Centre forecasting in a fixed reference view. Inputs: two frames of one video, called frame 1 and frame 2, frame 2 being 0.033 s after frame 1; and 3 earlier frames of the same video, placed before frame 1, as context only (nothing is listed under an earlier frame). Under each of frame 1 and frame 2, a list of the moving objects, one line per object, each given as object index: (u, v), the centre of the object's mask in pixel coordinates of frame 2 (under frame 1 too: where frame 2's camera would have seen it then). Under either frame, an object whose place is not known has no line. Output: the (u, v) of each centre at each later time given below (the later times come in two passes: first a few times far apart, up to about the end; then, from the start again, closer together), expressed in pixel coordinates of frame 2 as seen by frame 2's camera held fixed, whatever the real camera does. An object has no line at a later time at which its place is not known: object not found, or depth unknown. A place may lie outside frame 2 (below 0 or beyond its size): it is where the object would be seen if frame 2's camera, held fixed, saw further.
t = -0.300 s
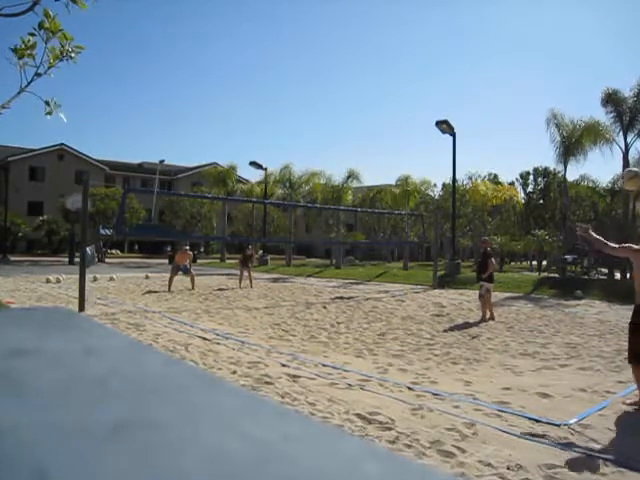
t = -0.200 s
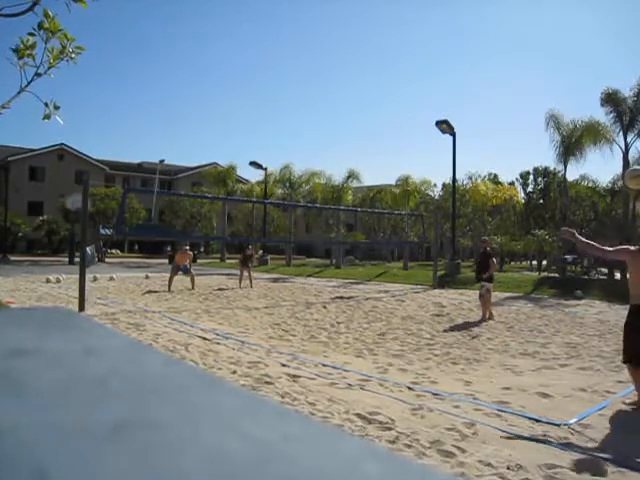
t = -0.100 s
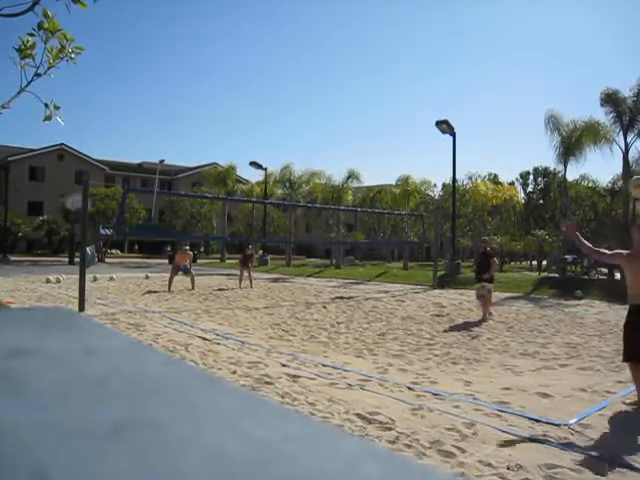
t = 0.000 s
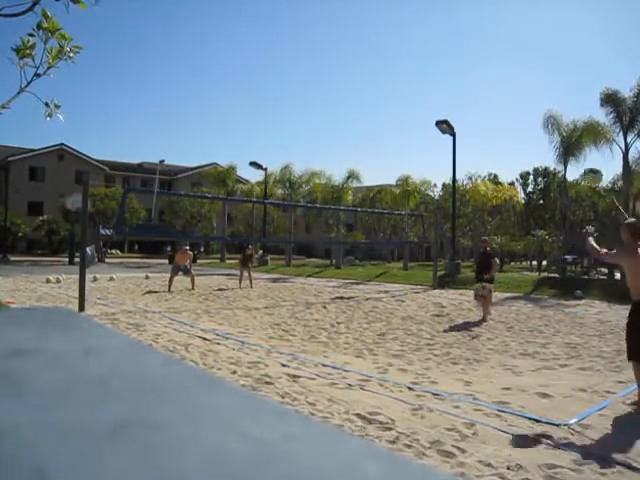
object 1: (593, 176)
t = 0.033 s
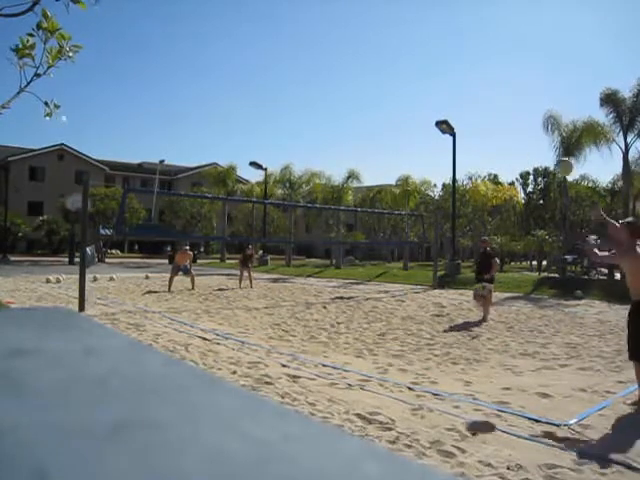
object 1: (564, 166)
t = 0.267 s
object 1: (431, 143)
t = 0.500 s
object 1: (365, 150)
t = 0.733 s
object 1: (327, 174)
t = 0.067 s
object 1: (537, 160)
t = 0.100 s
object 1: (515, 154)
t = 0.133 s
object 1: (495, 150)
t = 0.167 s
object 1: (476, 147)
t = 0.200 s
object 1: (461, 145)
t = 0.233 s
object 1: (445, 143)
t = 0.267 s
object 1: (431, 143)
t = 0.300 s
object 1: (419, 142)
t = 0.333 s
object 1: (408, 142)
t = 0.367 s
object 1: (398, 143)
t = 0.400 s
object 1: (389, 144)
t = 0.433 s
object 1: (380, 146)
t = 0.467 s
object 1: (372, 147)
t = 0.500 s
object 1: (365, 150)
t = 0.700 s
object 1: (331, 171)
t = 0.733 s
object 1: (327, 174)
